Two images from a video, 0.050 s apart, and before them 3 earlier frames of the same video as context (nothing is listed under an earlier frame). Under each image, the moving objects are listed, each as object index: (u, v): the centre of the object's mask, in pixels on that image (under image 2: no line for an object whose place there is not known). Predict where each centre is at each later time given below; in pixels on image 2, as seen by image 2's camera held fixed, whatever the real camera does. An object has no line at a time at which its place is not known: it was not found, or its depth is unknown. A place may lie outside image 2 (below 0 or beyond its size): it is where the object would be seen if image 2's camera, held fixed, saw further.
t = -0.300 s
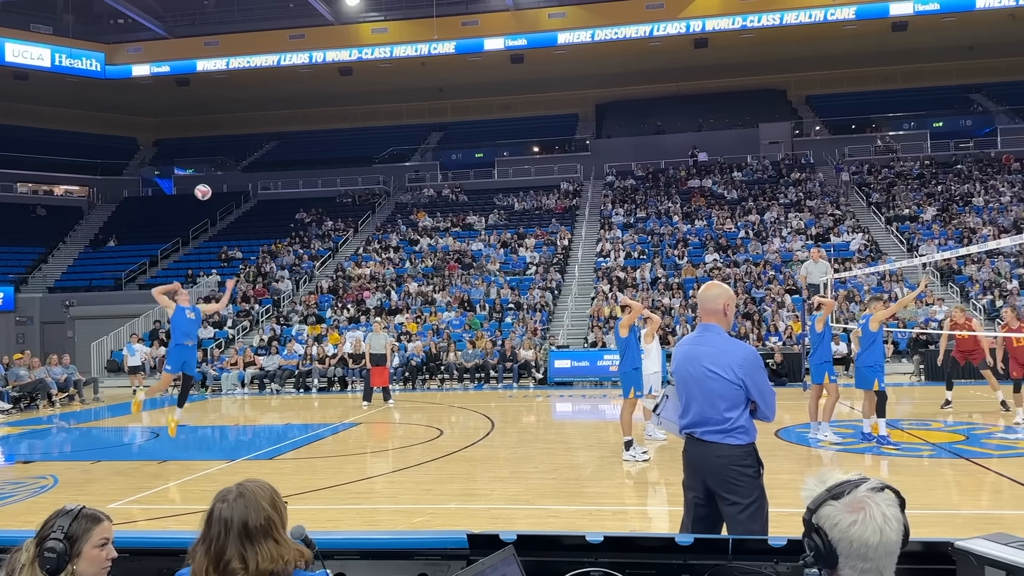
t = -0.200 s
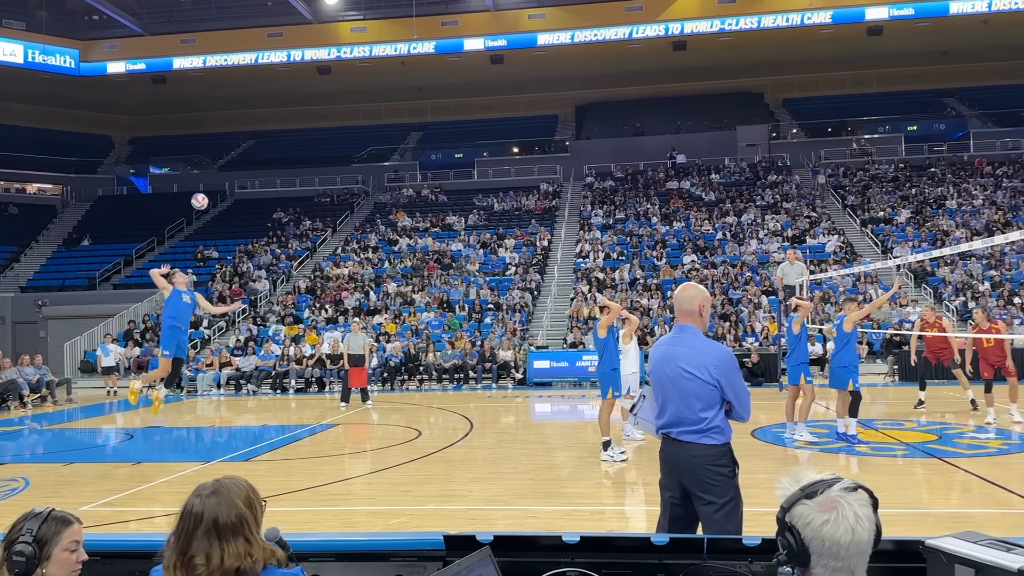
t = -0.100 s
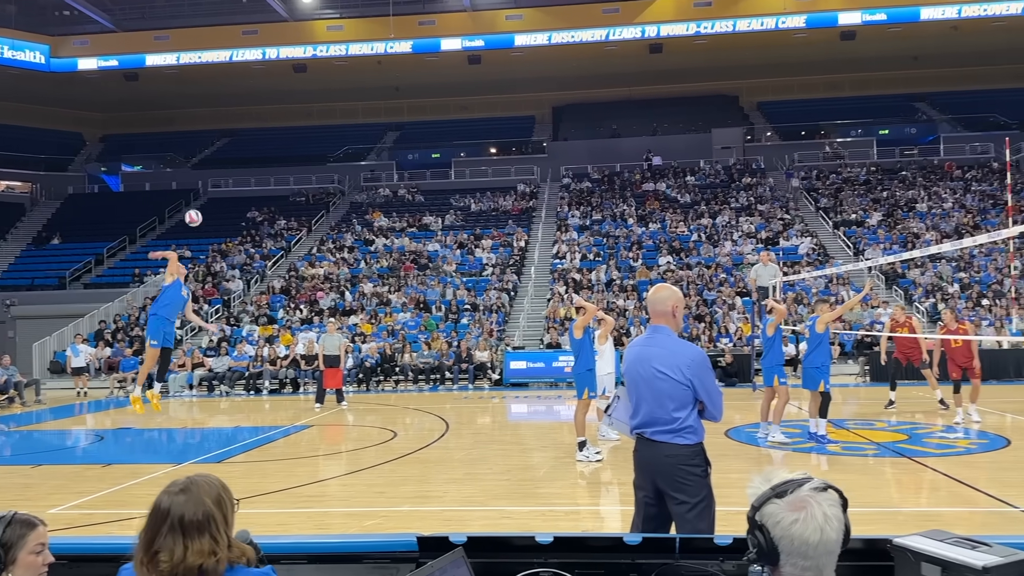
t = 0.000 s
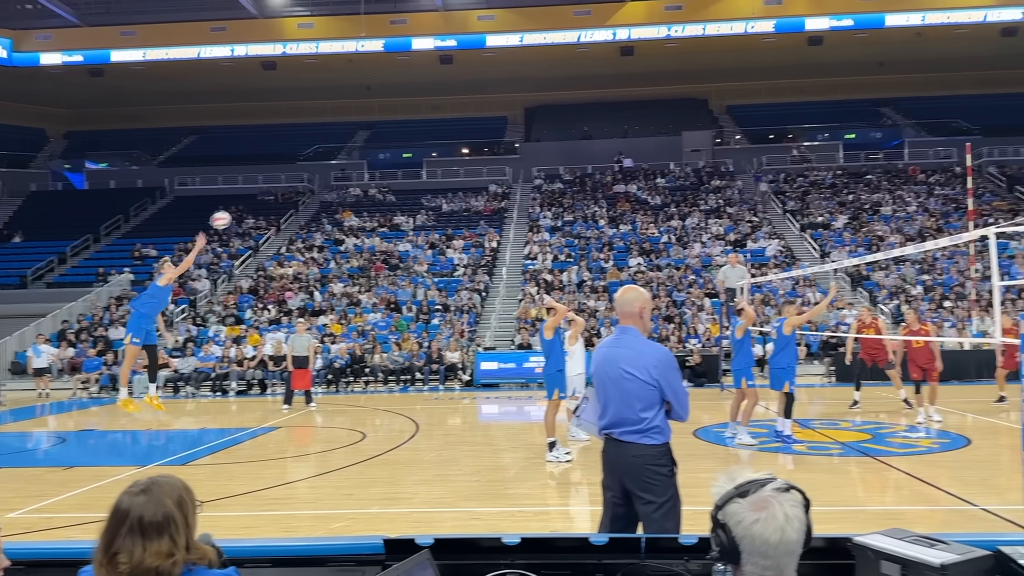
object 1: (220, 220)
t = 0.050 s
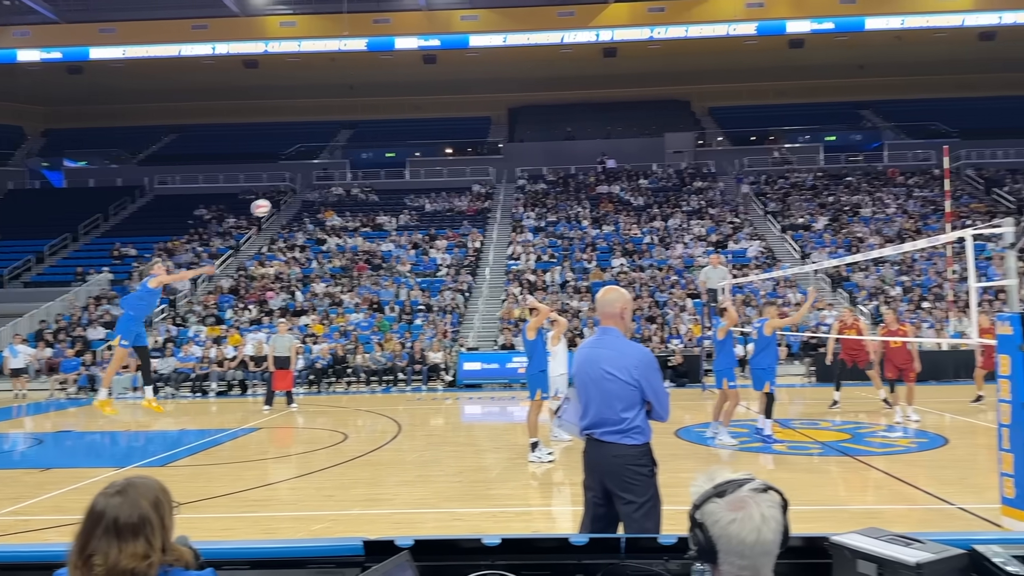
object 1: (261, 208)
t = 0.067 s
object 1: (280, 204)
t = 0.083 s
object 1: (300, 201)
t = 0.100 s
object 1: (319, 198)
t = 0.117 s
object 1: (337, 195)
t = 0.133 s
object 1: (357, 192)
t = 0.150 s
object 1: (376, 190)
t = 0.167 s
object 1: (393, 187)
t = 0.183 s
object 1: (412, 185)
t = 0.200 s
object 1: (433, 183)
